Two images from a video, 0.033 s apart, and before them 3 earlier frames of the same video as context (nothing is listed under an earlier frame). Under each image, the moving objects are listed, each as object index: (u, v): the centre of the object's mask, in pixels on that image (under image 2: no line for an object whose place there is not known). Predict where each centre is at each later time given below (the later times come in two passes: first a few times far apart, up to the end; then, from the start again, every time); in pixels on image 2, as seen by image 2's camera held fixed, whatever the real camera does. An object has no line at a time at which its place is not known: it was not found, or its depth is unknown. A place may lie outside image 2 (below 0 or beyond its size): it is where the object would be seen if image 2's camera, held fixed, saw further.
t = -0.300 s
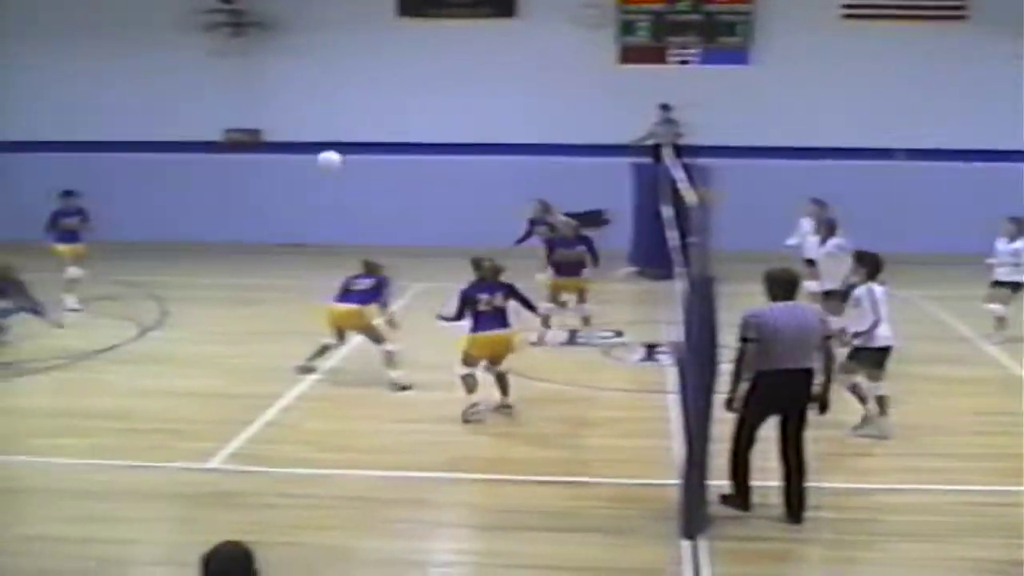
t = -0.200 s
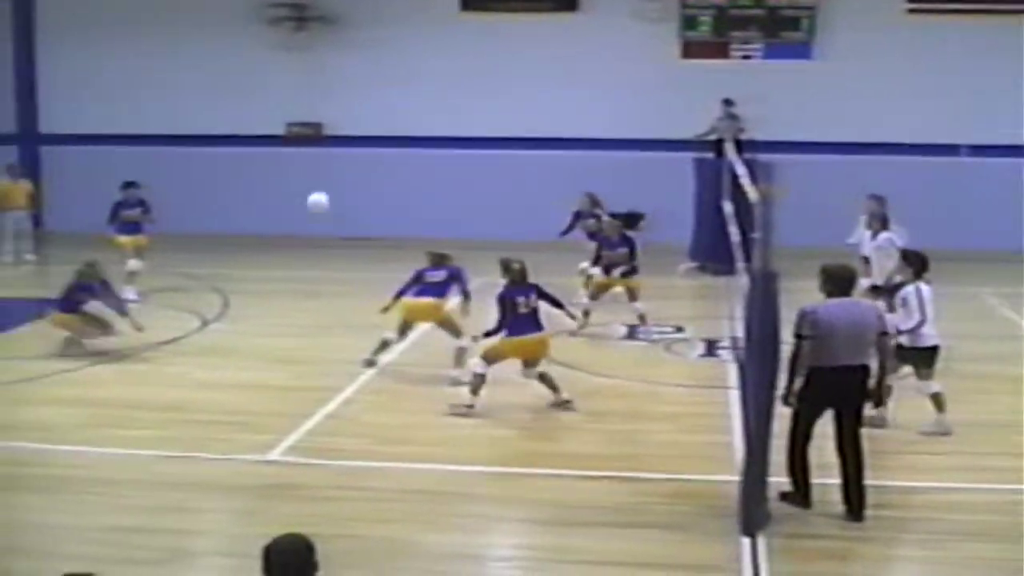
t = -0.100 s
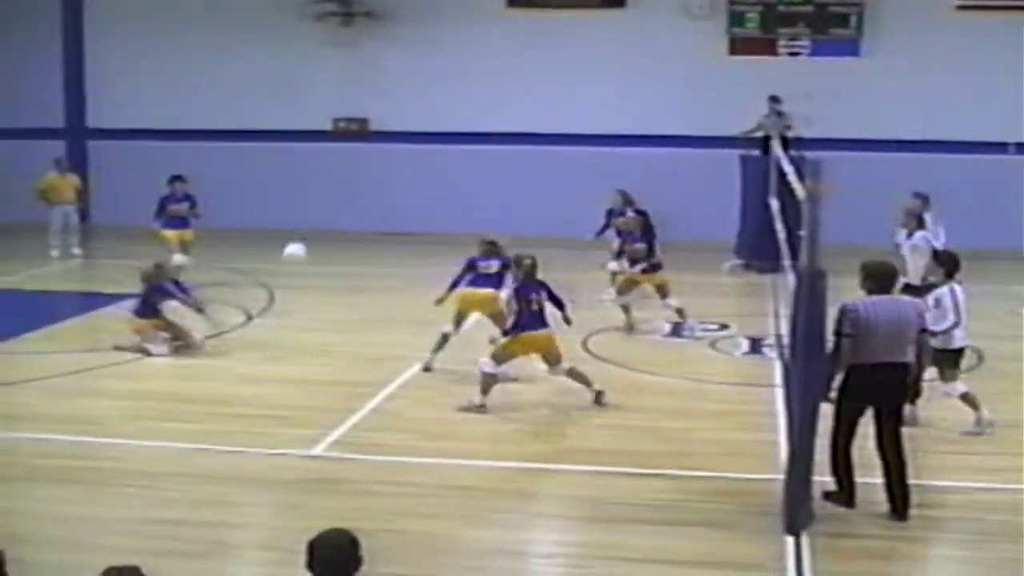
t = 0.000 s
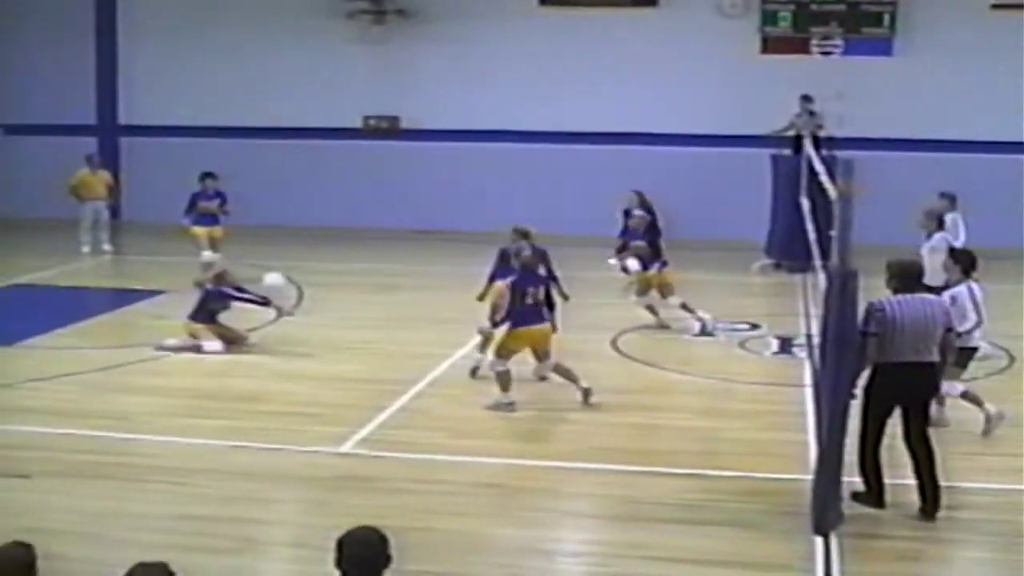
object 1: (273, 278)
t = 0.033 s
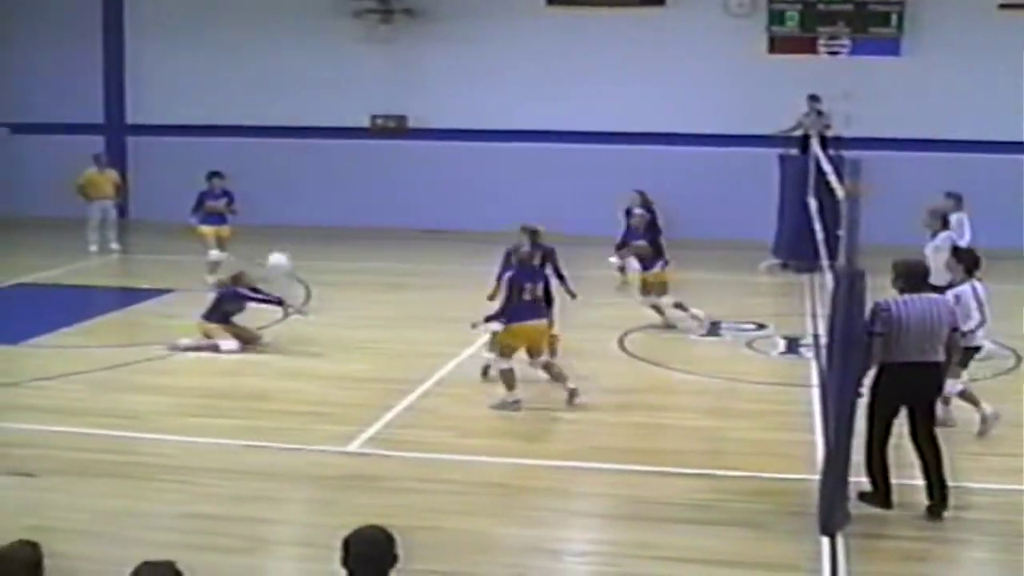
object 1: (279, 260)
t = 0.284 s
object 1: (266, 151)
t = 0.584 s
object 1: (251, 88)
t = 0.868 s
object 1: (237, 101)
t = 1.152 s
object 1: (225, 180)
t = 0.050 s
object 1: (277, 253)
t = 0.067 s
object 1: (275, 245)
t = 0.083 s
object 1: (275, 236)
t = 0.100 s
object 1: (275, 228)
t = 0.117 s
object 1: (273, 220)
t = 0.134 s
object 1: (272, 211)
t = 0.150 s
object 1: (272, 204)
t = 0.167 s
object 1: (272, 196)
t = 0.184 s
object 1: (271, 189)
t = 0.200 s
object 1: (269, 182)
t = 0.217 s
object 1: (269, 175)
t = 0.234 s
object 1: (268, 169)
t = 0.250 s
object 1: (268, 162)
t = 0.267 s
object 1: (267, 157)
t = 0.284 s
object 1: (266, 151)
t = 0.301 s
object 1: (265, 146)
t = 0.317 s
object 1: (264, 140)
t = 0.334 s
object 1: (263, 134)
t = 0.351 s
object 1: (263, 130)
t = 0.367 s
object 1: (261, 126)
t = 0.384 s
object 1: (261, 122)
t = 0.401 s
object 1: (260, 118)
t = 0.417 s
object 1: (260, 112)
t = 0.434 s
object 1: (259, 109)
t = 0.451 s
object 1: (258, 105)
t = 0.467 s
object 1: (257, 102)
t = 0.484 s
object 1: (257, 100)
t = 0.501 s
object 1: (256, 98)
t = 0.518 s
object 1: (255, 95)
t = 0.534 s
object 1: (254, 93)
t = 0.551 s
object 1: (252, 91)
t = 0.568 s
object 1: (251, 90)
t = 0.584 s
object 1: (251, 88)
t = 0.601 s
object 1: (250, 87)
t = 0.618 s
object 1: (250, 86)
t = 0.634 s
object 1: (248, 86)
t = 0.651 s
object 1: (247, 85)
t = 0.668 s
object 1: (246, 85)
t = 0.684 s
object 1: (246, 85)
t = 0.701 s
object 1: (245, 86)
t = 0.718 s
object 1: (244, 86)
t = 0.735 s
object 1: (243, 87)
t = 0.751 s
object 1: (243, 88)
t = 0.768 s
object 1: (241, 89)
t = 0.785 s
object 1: (241, 91)
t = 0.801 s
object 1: (240, 93)
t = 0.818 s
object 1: (240, 94)
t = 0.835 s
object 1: (238, 97)
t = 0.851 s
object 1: (238, 99)
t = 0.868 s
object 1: (237, 101)
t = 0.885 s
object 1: (236, 104)
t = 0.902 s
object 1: (235, 106)
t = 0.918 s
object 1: (235, 110)
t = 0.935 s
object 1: (234, 114)
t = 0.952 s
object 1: (233, 120)
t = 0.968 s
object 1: (232, 124)
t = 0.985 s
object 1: (232, 128)
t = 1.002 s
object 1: (231, 131)
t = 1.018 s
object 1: (231, 136)
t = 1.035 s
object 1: (230, 141)
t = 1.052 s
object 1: (229, 146)
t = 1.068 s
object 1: (228, 151)
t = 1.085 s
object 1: (228, 156)
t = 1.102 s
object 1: (227, 162)
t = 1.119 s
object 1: (226, 168)
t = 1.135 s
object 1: (225, 174)
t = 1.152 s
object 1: (225, 180)
